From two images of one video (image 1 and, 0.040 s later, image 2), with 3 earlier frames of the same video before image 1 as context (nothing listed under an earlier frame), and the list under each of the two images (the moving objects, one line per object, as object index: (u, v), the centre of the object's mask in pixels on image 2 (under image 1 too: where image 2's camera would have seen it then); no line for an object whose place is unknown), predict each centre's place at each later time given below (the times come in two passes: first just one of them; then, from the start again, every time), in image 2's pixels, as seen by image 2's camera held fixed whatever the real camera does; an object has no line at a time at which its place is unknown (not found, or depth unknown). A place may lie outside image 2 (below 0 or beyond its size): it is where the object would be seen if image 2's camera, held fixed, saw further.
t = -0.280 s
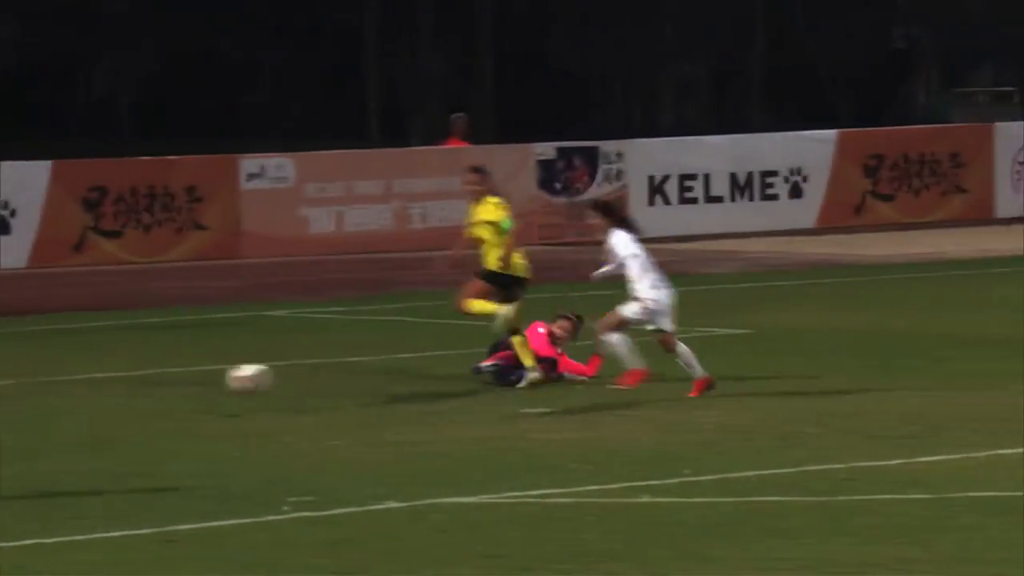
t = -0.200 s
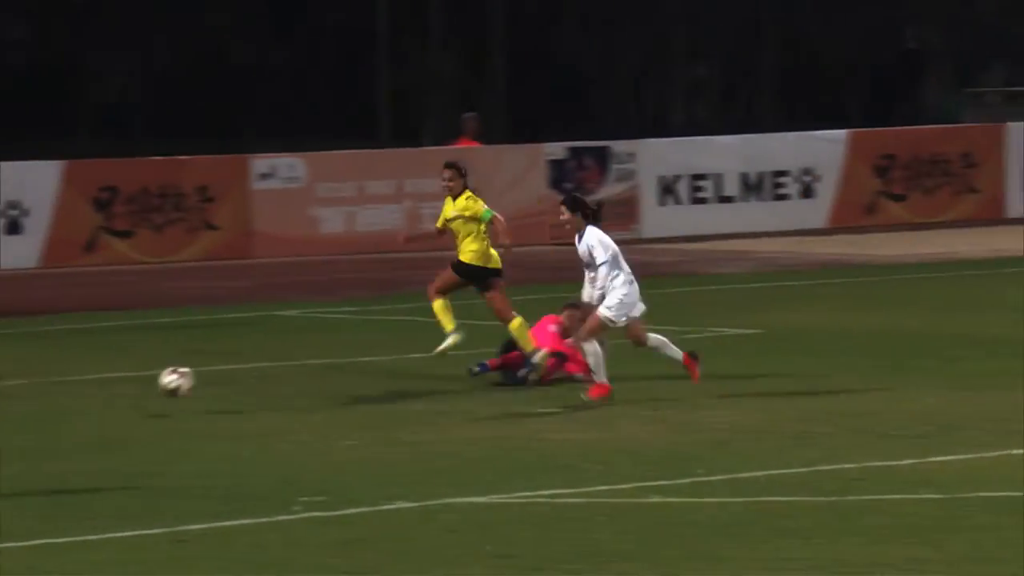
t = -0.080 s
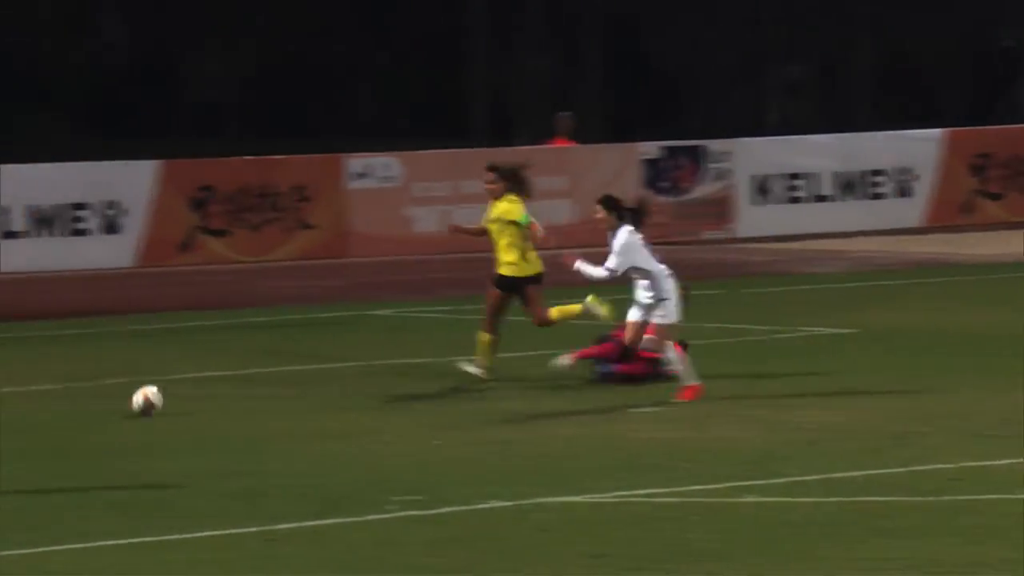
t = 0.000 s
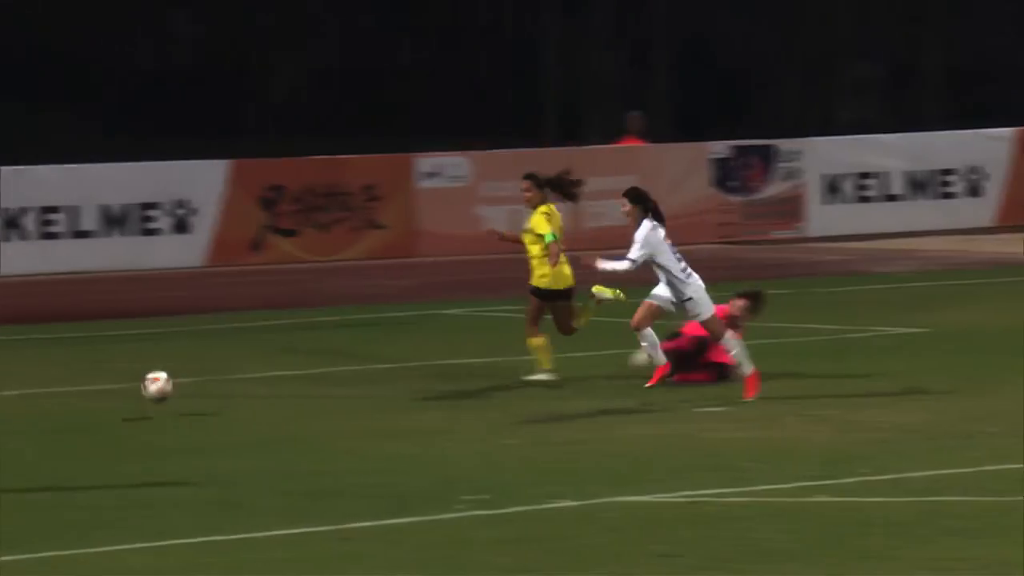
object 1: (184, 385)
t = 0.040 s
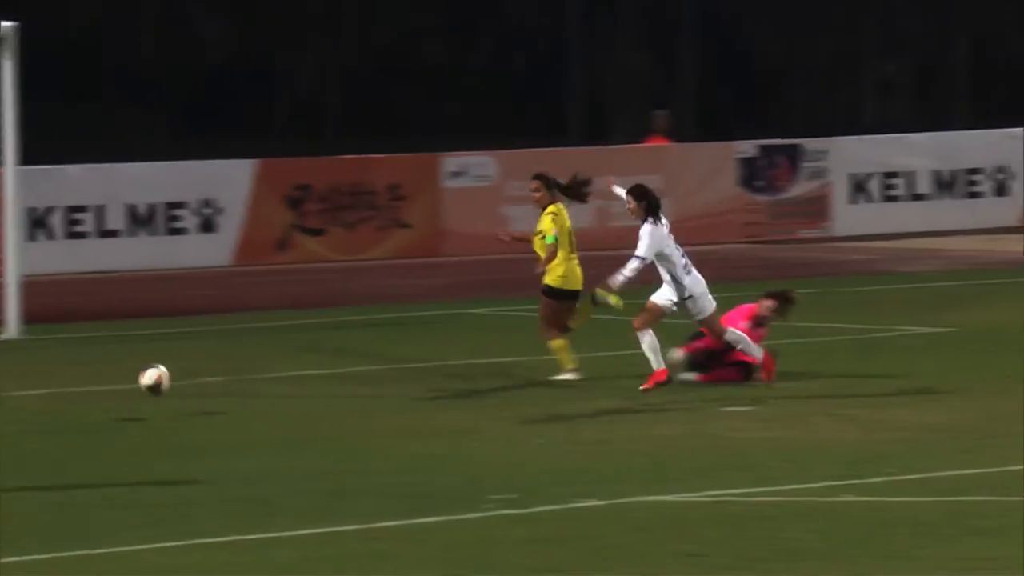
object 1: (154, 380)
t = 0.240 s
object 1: (13, 385)
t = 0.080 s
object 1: (126, 375)
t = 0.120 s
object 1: (97, 374)
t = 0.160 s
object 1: (69, 376)
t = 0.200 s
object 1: (41, 379)
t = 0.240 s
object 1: (13, 385)
